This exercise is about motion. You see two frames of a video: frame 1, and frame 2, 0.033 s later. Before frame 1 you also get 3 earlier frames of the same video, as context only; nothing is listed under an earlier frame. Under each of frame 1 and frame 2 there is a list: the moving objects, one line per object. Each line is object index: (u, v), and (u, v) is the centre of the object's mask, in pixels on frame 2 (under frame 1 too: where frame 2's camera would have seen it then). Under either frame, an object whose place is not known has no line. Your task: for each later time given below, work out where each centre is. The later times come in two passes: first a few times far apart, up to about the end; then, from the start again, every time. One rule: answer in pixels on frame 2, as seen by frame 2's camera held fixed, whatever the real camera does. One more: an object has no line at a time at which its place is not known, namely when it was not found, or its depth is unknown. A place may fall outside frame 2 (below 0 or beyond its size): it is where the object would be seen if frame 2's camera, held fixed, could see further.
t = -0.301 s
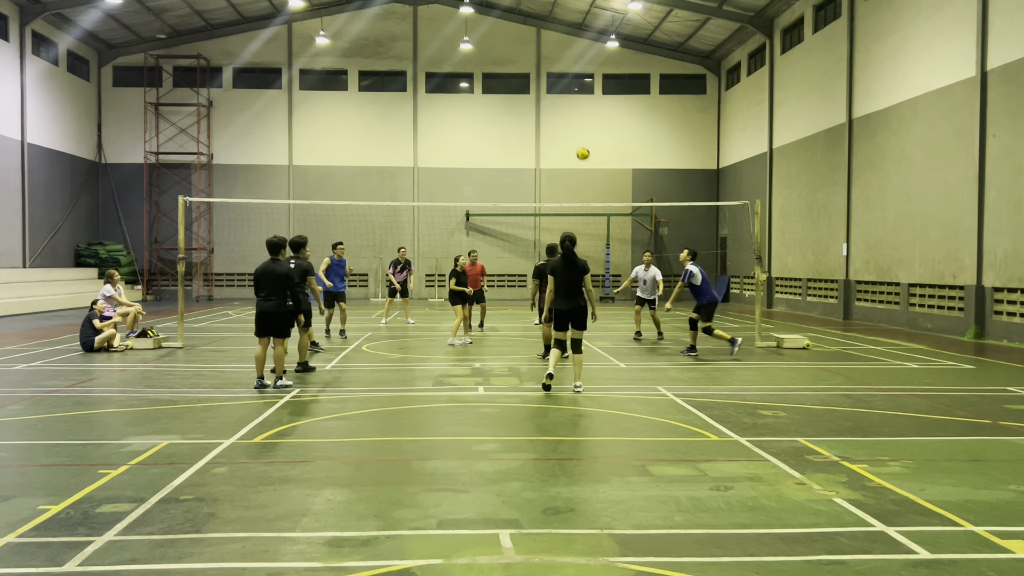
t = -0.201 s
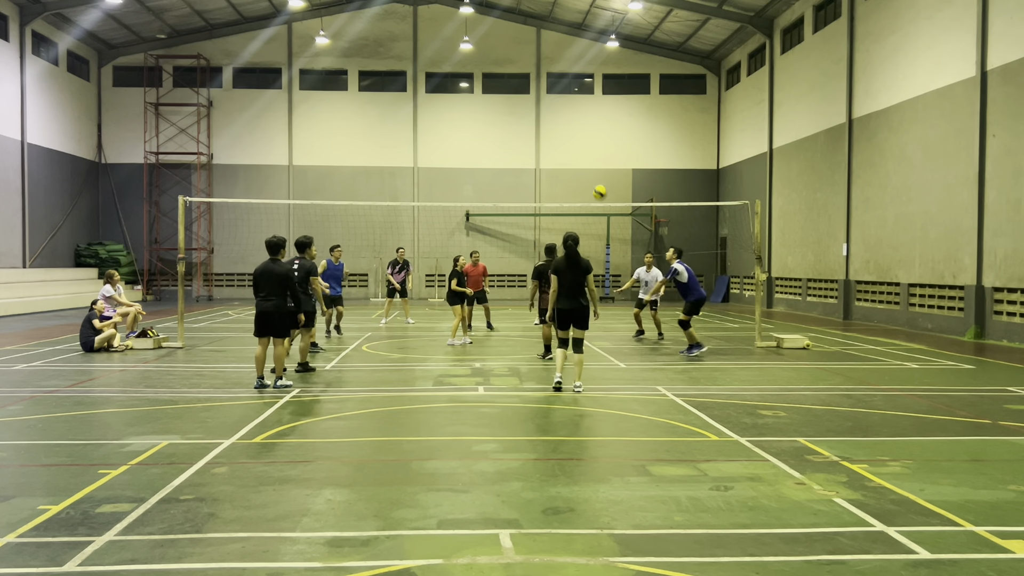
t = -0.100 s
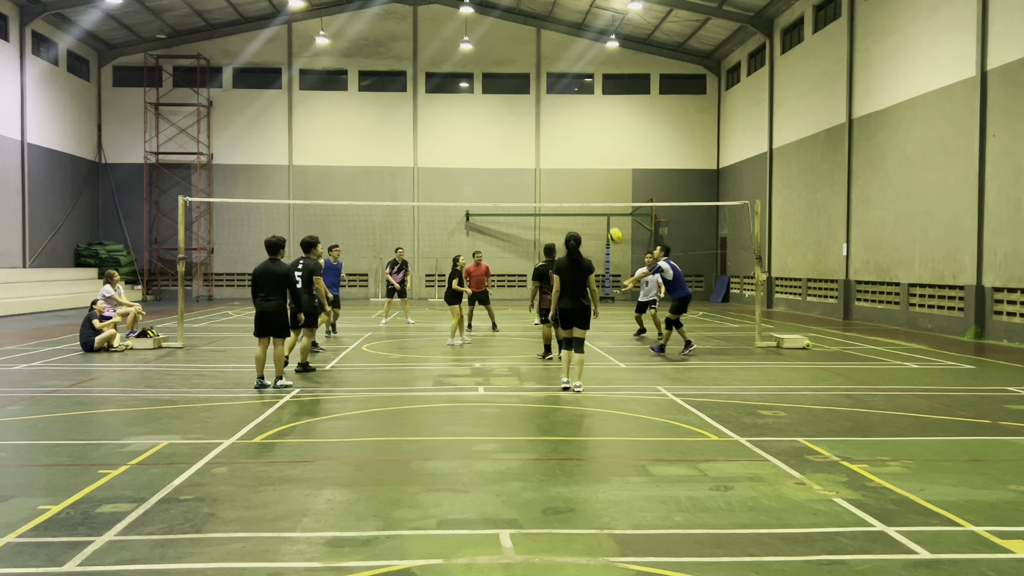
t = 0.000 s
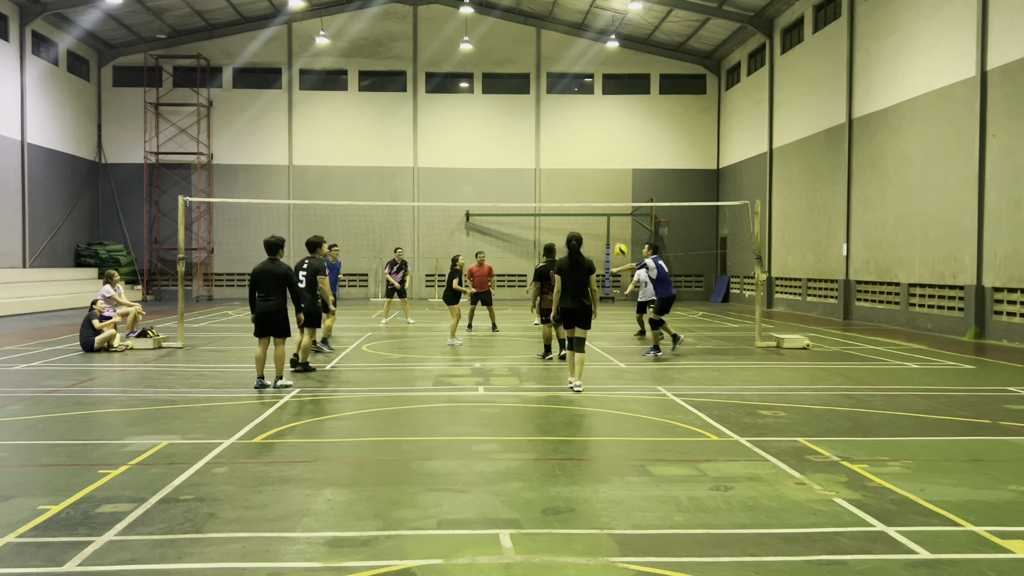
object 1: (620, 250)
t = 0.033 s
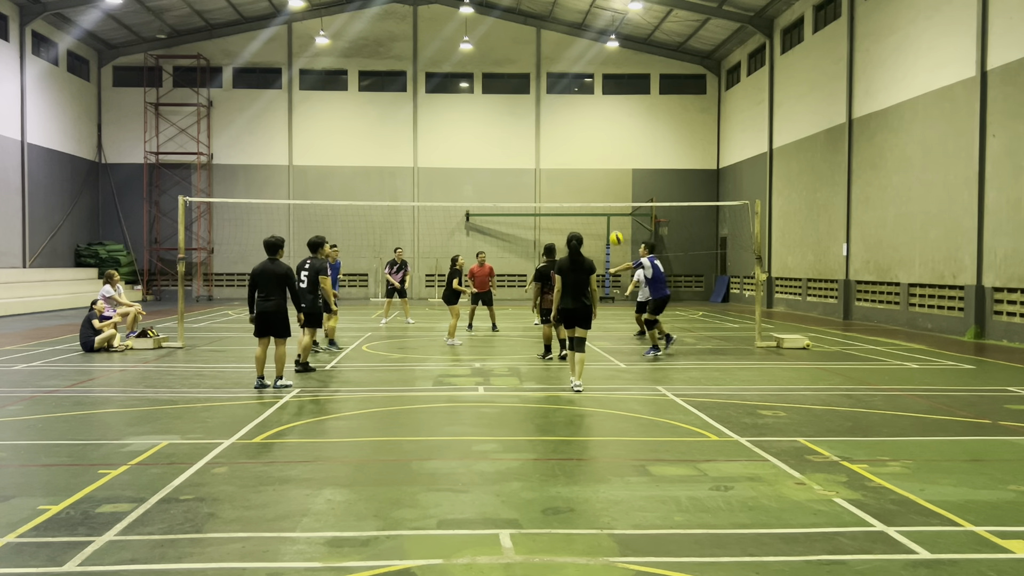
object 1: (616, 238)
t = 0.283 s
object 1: (588, 179)
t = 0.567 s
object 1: (561, 163)
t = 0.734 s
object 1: (546, 175)
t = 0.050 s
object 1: (614, 233)
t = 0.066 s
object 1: (612, 227)
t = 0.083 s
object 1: (610, 222)
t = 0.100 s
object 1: (608, 218)
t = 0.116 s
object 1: (607, 213)
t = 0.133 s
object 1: (605, 209)
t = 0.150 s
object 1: (603, 205)
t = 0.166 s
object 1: (601, 201)
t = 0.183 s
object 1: (599, 197)
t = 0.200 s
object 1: (597, 194)
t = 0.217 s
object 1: (595, 190)
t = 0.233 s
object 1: (593, 187)
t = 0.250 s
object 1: (591, 184)
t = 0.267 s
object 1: (590, 181)
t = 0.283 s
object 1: (588, 179)
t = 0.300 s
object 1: (586, 177)
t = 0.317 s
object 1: (584, 175)
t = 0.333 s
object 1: (583, 173)
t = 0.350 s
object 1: (581, 171)
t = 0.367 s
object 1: (580, 169)
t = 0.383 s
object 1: (578, 168)
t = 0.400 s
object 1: (576, 166)
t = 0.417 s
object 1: (575, 165)
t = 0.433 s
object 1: (573, 164)
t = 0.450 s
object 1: (571, 164)
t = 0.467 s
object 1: (570, 163)
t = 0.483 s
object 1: (568, 163)
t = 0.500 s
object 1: (567, 163)
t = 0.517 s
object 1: (565, 162)
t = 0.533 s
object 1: (563, 163)
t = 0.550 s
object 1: (562, 163)
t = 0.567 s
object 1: (561, 163)
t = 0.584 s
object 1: (559, 164)
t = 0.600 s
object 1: (557, 164)
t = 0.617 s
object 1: (556, 165)
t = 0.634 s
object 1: (554, 166)
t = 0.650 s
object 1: (553, 167)
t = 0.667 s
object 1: (552, 168)
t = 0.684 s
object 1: (550, 170)
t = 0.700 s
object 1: (548, 171)
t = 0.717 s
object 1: (547, 173)
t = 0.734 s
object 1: (546, 175)
